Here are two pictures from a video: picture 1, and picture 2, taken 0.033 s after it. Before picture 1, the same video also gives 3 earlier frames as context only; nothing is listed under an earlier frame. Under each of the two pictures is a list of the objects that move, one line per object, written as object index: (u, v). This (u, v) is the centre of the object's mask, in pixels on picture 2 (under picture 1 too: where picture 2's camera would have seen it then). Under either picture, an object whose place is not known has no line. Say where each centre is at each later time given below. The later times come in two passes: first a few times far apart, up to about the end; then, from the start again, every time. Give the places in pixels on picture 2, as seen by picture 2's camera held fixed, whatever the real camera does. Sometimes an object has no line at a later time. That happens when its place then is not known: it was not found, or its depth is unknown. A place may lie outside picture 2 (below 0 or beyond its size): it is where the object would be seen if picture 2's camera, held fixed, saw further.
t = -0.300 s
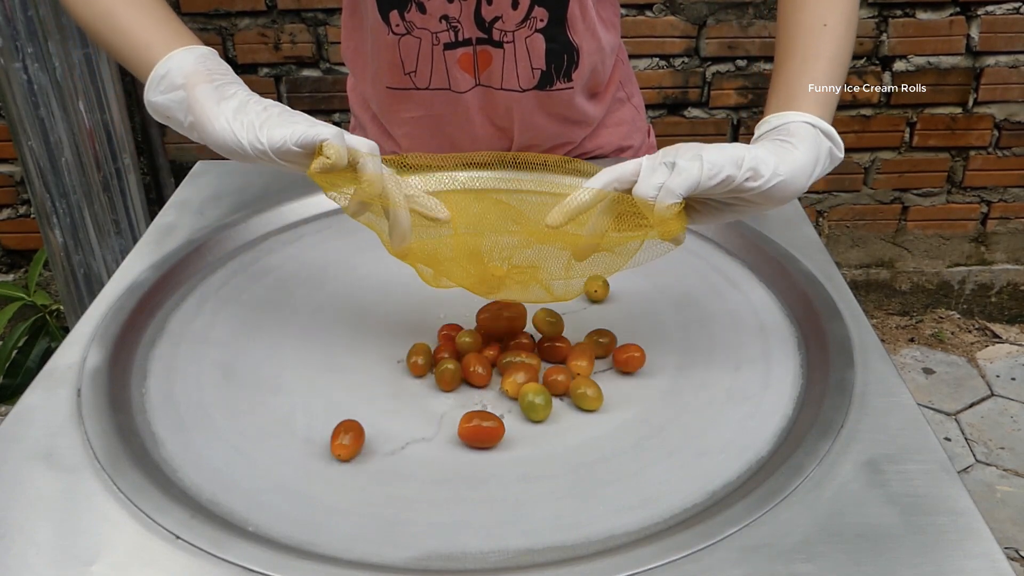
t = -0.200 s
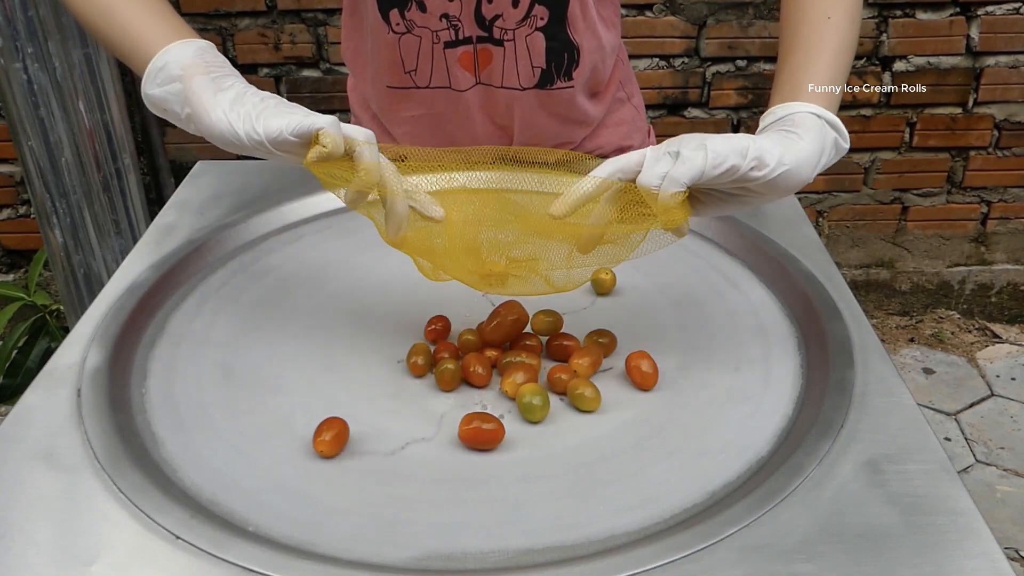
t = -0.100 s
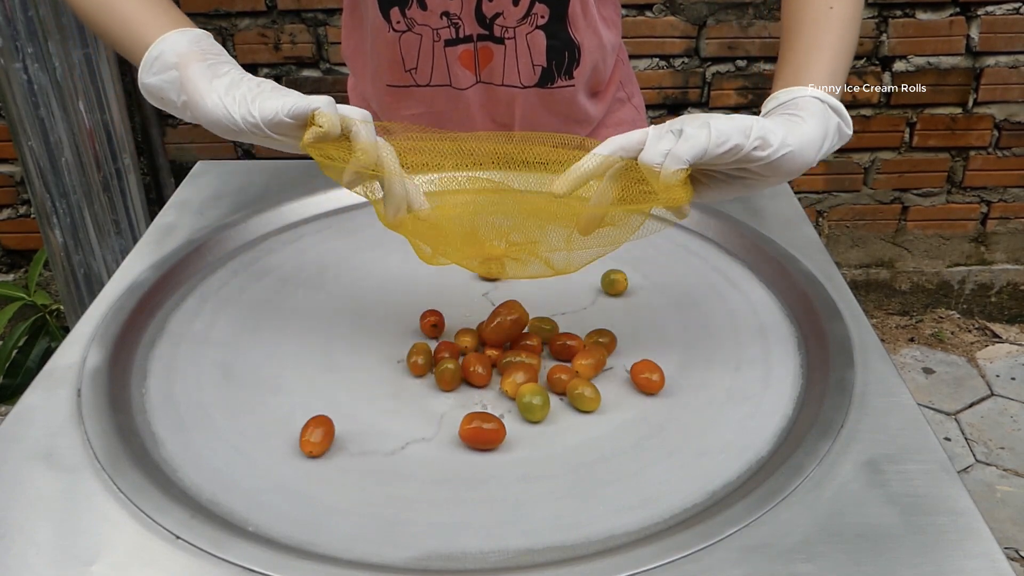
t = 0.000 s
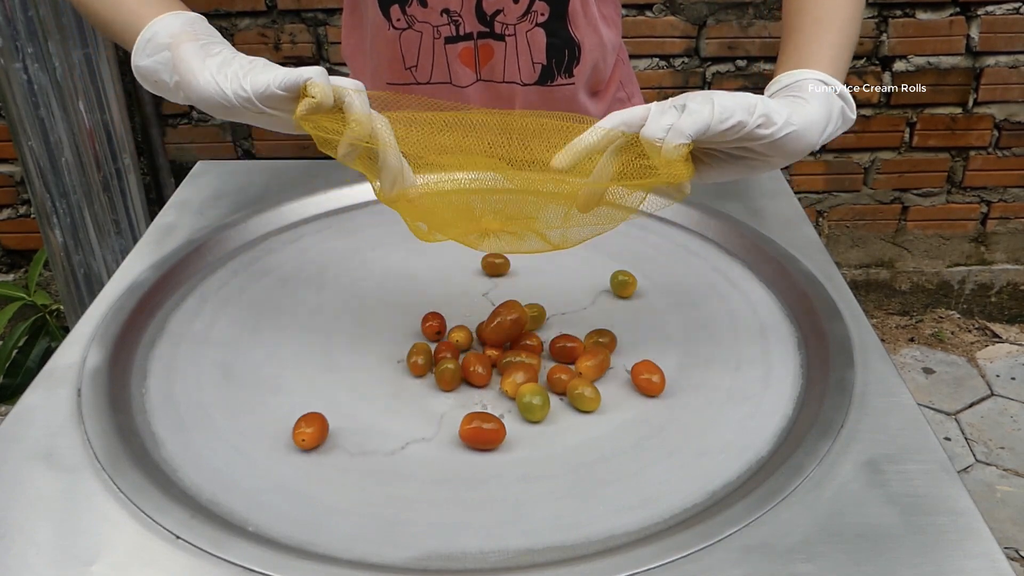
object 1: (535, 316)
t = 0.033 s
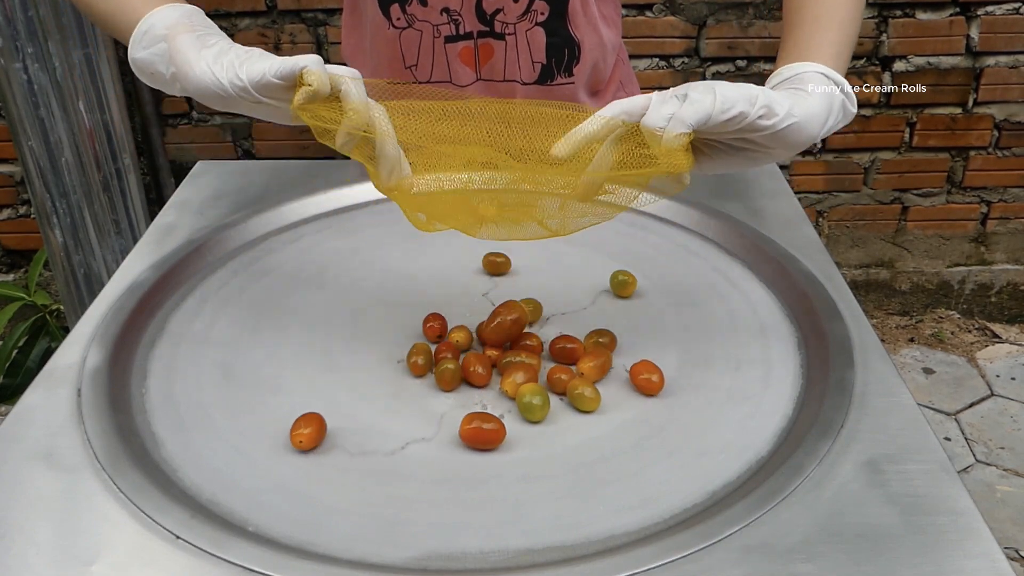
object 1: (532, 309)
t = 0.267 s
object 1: (500, 291)
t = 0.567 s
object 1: (473, 275)
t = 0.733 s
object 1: (464, 269)
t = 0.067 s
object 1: (531, 305)
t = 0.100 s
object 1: (525, 300)
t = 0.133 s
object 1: (519, 296)
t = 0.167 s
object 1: (515, 294)
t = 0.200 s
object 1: (508, 293)
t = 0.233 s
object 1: (502, 292)
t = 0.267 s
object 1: (500, 291)
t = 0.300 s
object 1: (496, 288)
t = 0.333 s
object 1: (493, 285)
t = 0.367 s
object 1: (492, 284)
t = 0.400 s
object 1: (488, 281)
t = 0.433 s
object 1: (483, 280)
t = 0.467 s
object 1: (480, 279)
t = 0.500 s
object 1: (476, 278)
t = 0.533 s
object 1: (474, 276)
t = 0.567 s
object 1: (473, 275)
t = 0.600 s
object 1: (472, 273)
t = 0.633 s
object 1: (472, 271)
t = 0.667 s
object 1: (471, 270)
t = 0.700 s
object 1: (467, 270)
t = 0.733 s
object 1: (464, 269)
